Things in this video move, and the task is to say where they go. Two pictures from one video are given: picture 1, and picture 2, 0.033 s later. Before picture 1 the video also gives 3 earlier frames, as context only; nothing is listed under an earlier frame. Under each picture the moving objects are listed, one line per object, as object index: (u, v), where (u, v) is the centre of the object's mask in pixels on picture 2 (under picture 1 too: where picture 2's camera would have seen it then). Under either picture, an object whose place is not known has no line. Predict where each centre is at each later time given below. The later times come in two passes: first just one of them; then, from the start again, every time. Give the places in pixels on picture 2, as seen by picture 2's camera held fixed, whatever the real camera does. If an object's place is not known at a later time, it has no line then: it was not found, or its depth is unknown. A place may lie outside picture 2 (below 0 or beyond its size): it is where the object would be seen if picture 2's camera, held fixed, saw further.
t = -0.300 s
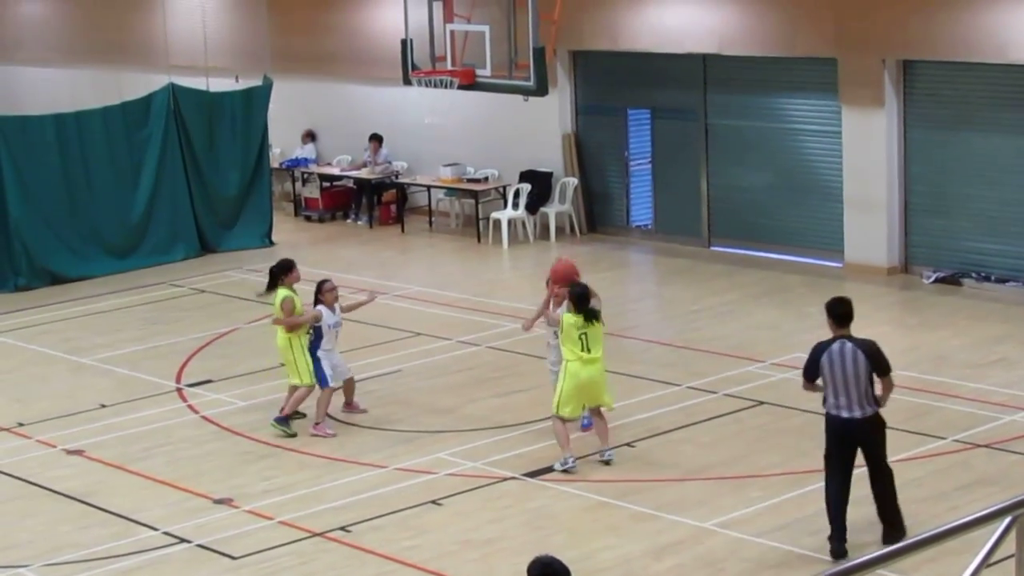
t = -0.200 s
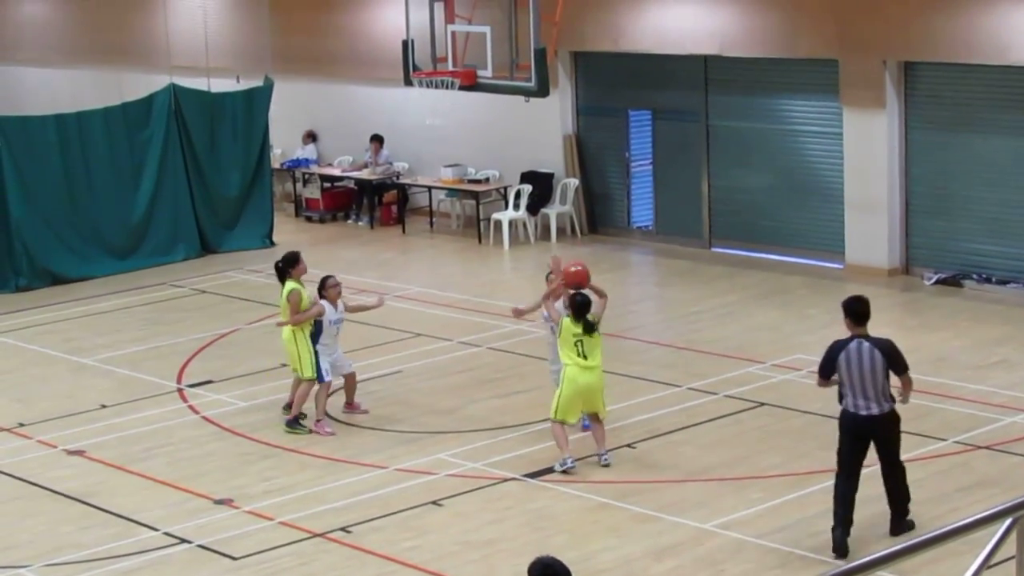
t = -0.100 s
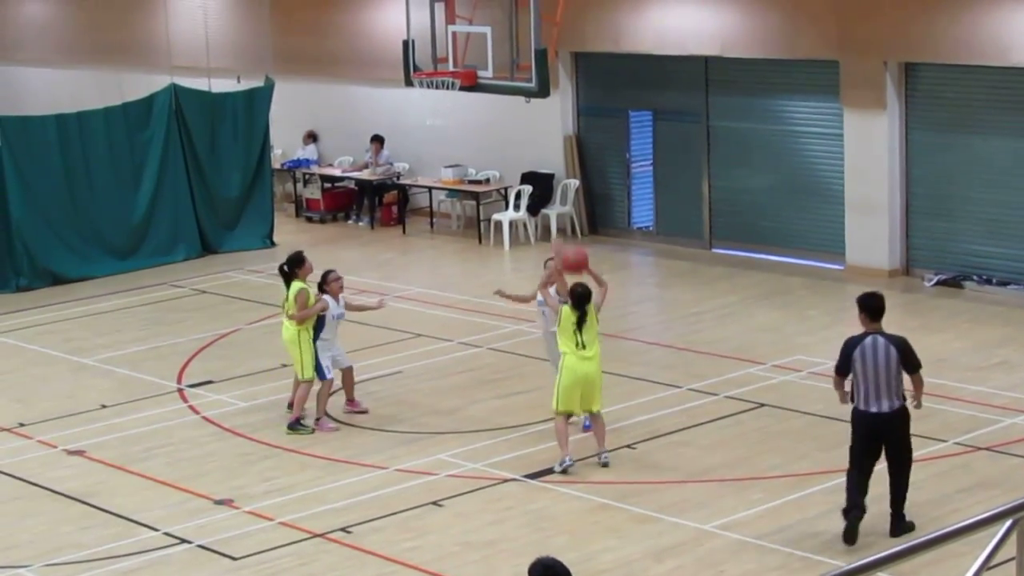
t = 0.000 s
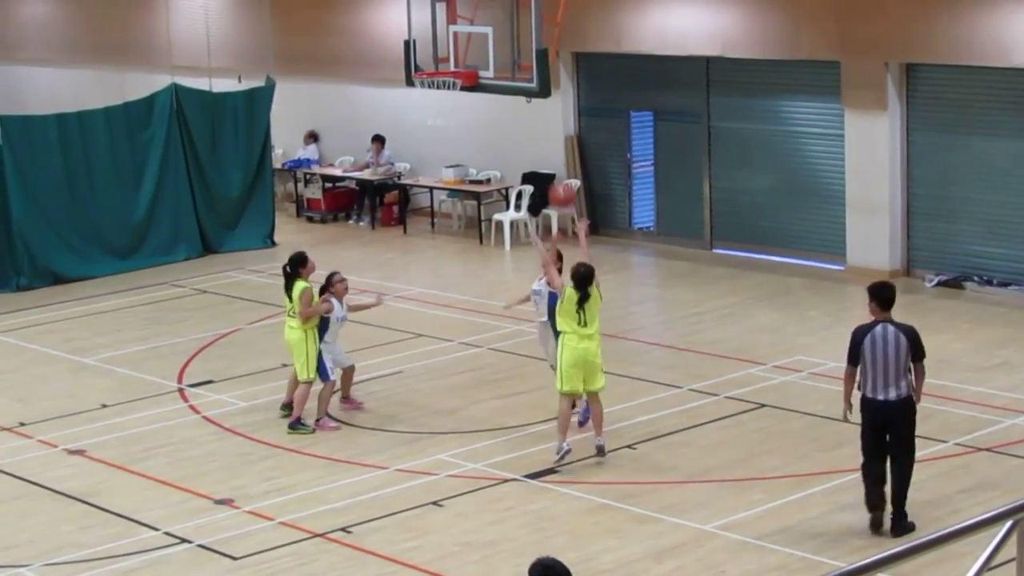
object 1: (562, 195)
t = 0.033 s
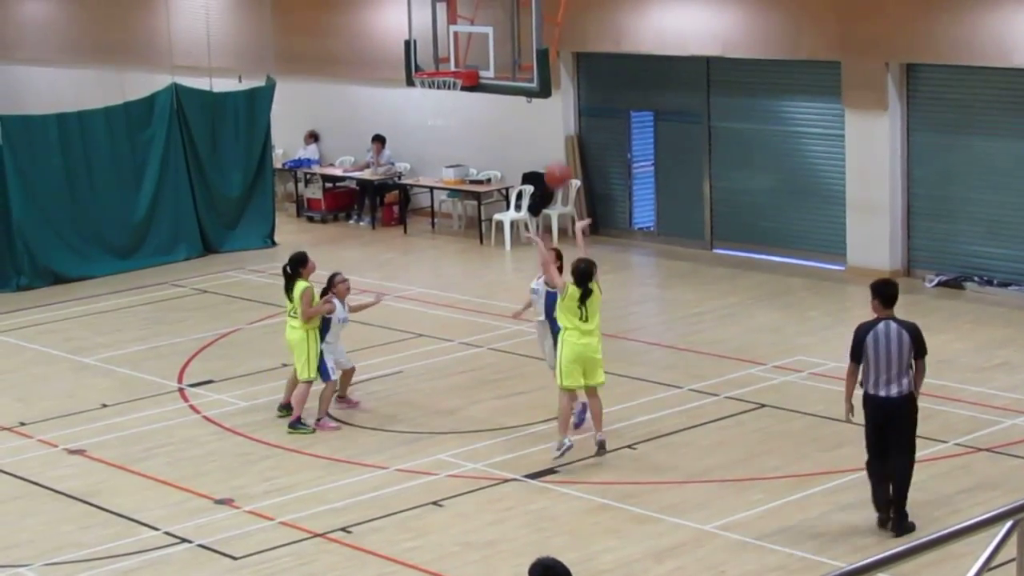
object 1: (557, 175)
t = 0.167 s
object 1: (539, 105)
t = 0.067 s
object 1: (553, 154)
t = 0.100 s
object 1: (548, 137)
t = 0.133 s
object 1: (543, 121)
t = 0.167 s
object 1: (539, 105)
